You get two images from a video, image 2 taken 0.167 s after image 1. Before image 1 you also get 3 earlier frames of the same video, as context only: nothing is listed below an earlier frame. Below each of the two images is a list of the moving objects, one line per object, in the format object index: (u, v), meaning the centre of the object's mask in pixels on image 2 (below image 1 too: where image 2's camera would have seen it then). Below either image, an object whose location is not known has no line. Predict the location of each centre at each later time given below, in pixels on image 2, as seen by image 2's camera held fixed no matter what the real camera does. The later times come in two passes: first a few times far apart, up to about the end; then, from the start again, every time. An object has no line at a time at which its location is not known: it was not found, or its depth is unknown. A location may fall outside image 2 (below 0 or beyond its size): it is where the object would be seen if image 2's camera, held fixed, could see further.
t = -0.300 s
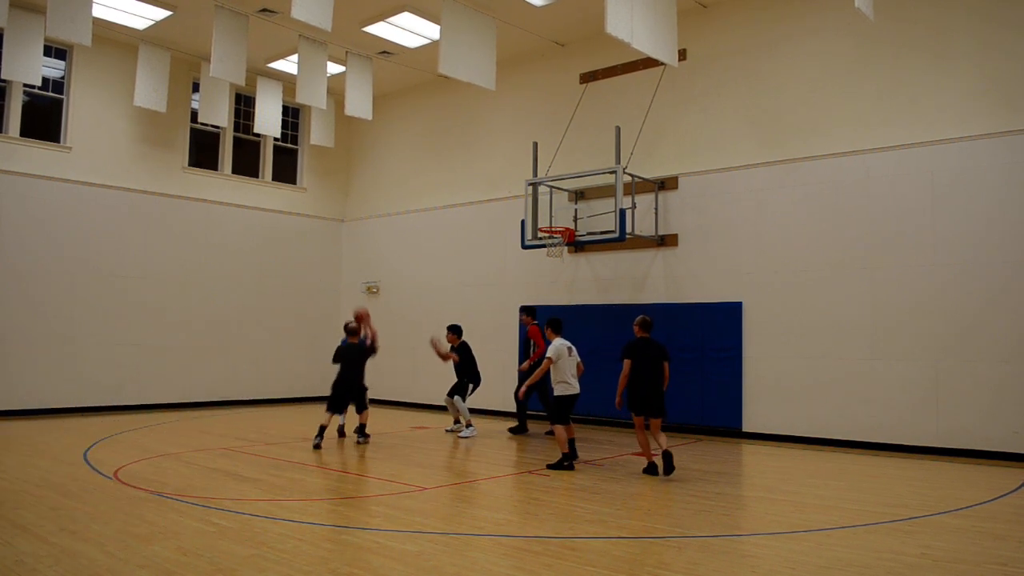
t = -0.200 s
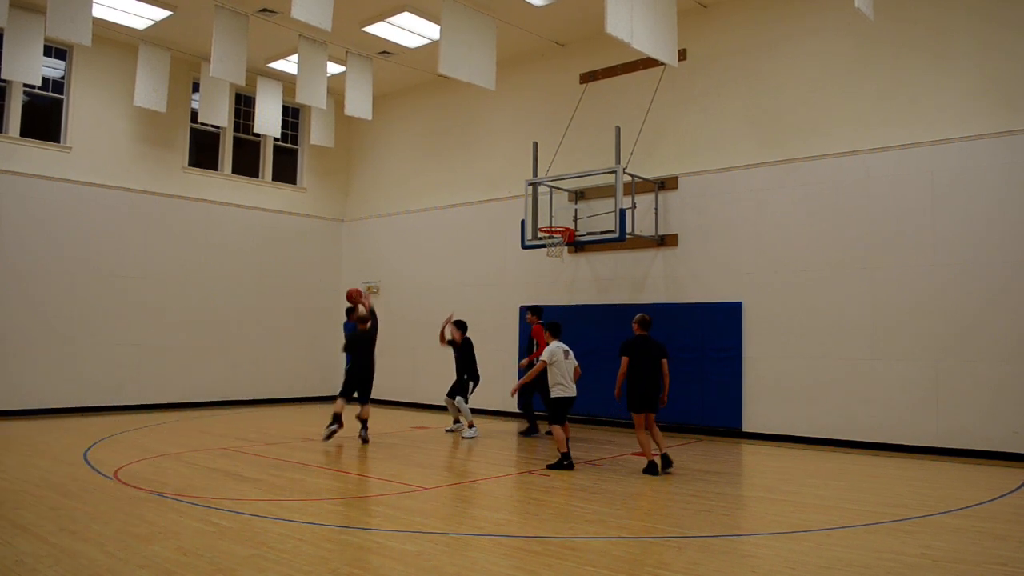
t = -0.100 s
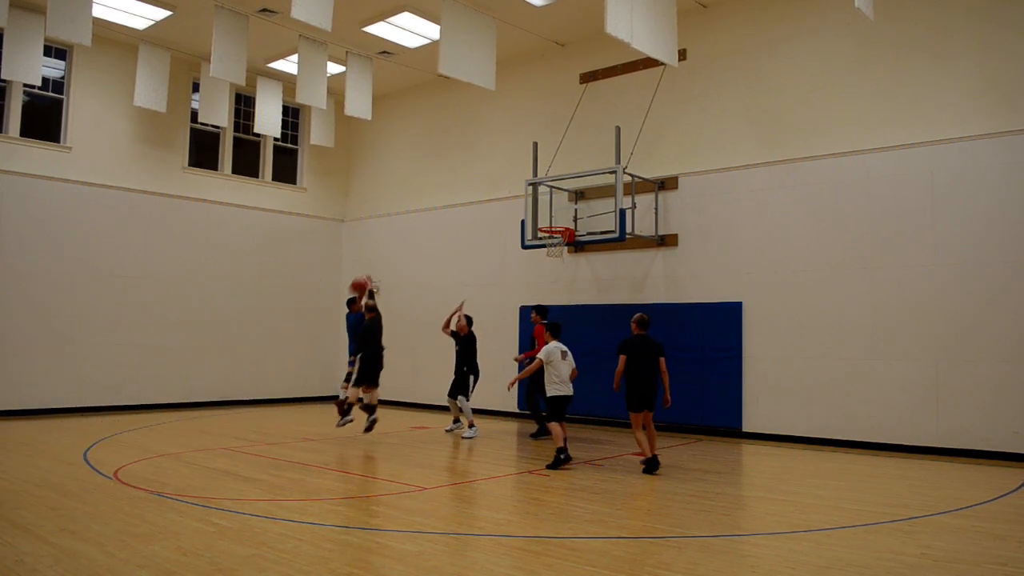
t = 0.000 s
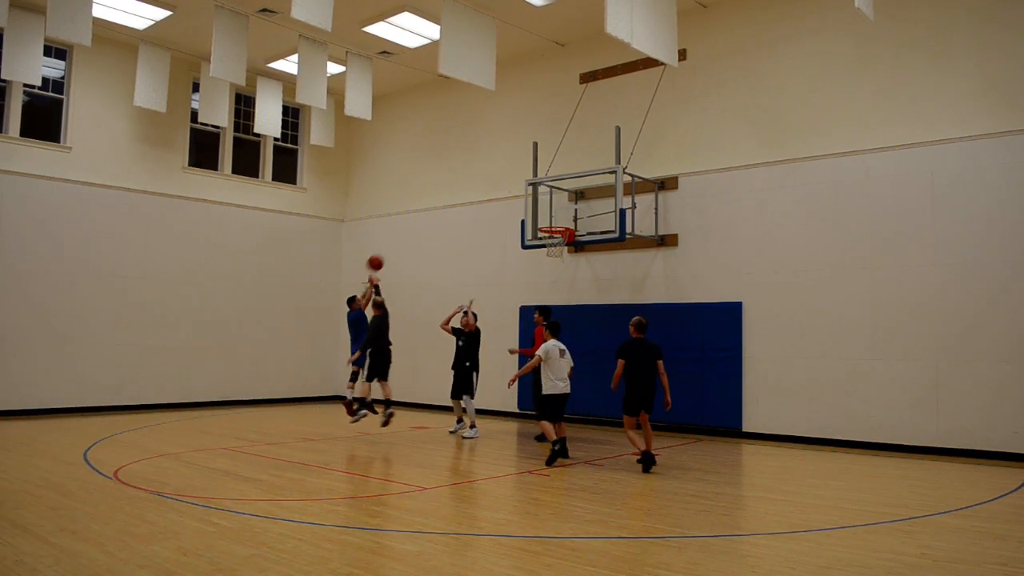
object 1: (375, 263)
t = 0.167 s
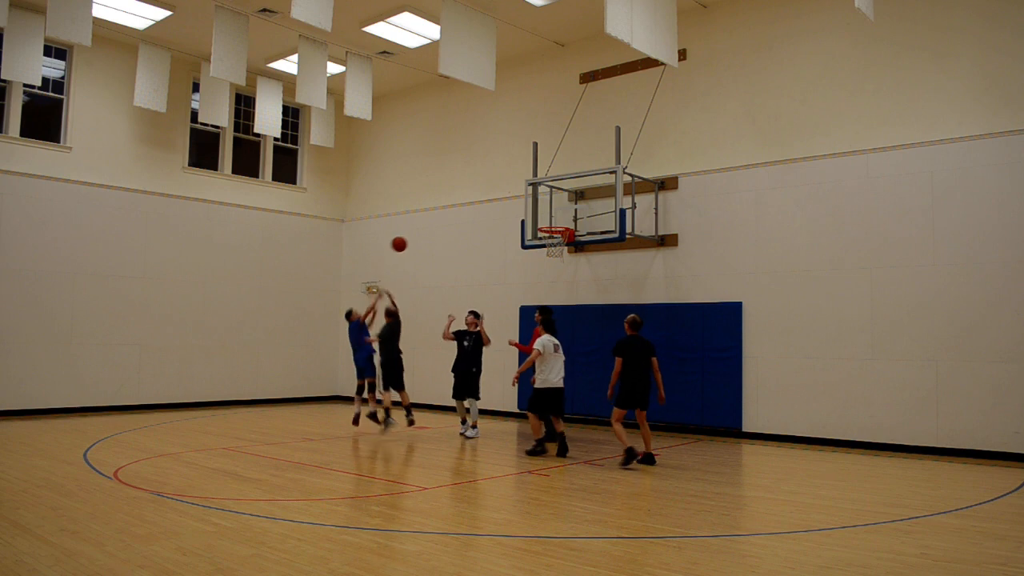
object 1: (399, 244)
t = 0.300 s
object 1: (416, 242)
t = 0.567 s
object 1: (448, 269)
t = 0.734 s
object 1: (466, 305)
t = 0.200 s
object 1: (403, 242)
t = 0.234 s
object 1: (408, 242)
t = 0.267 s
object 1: (412, 242)
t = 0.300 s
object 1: (416, 242)
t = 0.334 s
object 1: (421, 243)
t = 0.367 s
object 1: (425, 245)
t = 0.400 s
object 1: (429, 248)
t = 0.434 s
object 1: (433, 251)
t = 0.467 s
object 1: (437, 255)
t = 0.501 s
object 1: (440, 259)
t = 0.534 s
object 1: (444, 264)
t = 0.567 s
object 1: (448, 269)
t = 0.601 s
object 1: (451, 276)
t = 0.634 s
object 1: (455, 282)
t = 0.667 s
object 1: (459, 290)
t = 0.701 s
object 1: (462, 298)
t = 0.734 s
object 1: (466, 305)
